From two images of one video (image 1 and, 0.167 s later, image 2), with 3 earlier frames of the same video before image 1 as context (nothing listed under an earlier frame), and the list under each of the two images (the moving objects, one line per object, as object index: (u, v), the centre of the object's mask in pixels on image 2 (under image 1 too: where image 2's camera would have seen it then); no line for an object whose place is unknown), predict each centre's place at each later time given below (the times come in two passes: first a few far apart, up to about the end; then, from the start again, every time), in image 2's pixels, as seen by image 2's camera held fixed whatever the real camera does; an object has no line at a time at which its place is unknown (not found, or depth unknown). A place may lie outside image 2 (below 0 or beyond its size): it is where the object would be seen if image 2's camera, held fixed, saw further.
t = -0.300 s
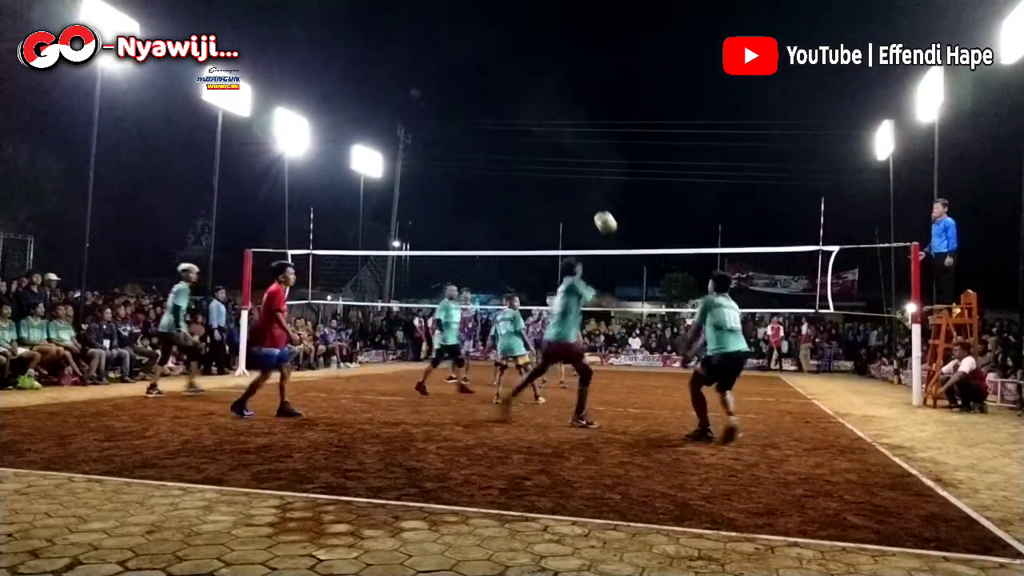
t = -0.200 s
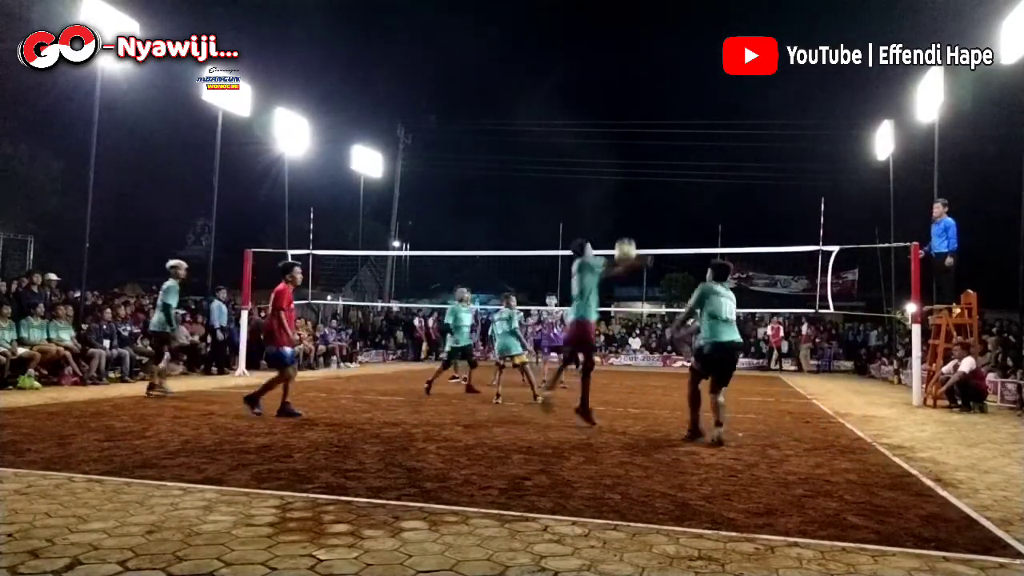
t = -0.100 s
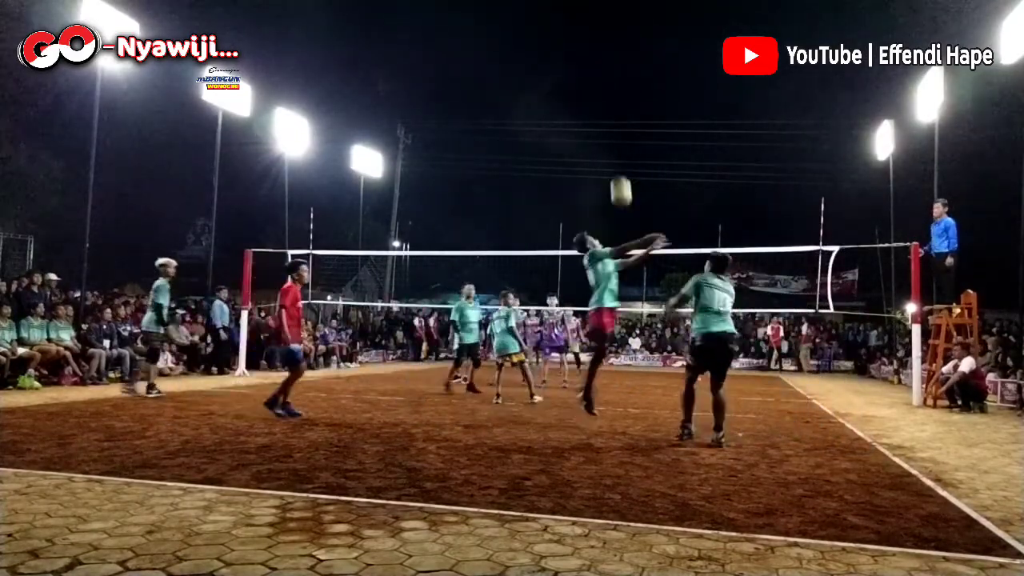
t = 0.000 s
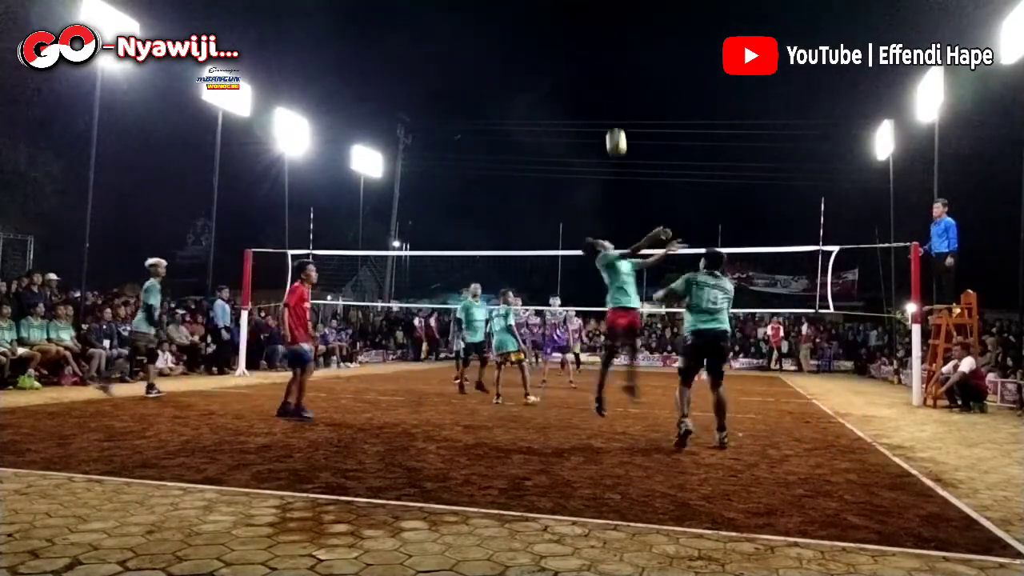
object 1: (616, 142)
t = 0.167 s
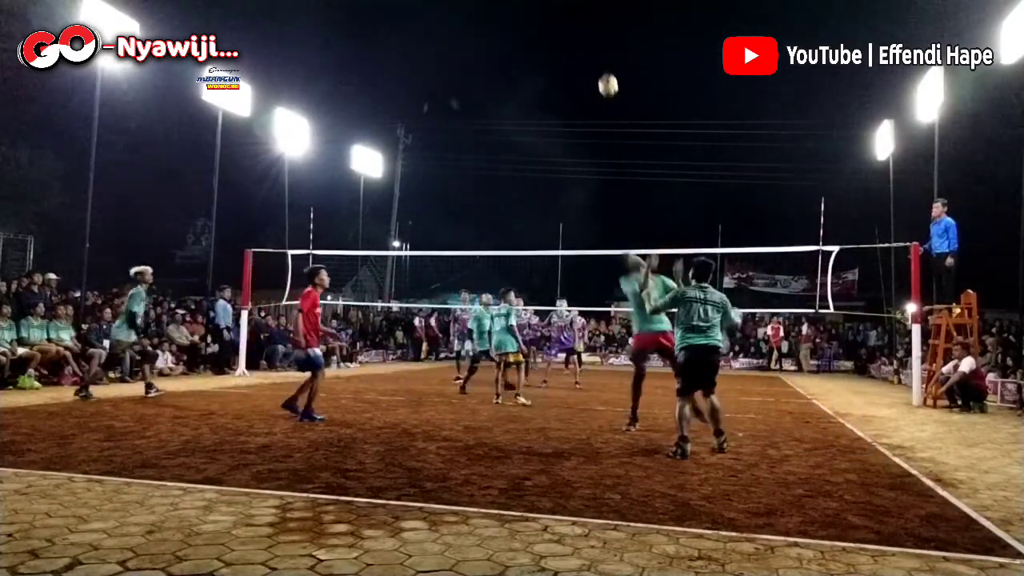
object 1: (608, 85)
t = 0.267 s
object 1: (603, 64)
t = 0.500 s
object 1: (593, 48)
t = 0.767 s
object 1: (582, 77)
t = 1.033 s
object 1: (571, 146)
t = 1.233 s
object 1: (563, 219)
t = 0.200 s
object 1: (606, 77)
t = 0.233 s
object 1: (605, 70)
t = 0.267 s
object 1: (603, 64)
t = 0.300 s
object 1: (602, 59)
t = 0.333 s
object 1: (600, 56)
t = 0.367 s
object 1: (599, 52)
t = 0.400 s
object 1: (597, 50)
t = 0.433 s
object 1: (596, 49)
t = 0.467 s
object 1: (594, 48)
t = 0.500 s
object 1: (593, 48)
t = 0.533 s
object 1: (592, 49)
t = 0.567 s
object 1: (590, 51)
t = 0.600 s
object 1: (589, 54)
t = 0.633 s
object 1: (587, 57)
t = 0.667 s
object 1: (586, 61)
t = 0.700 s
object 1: (584, 66)
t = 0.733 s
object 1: (583, 71)
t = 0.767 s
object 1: (582, 77)
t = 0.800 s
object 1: (580, 84)
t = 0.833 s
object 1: (579, 91)
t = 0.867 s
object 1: (578, 98)
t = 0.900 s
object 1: (576, 107)
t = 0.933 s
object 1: (575, 116)
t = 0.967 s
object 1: (574, 126)
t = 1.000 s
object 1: (572, 136)
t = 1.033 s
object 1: (571, 146)
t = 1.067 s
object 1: (570, 158)
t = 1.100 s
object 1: (568, 169)
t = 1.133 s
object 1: (567, 181)
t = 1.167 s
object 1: (565, 193)
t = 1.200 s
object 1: (564, 206)
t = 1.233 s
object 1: (563, 219)
